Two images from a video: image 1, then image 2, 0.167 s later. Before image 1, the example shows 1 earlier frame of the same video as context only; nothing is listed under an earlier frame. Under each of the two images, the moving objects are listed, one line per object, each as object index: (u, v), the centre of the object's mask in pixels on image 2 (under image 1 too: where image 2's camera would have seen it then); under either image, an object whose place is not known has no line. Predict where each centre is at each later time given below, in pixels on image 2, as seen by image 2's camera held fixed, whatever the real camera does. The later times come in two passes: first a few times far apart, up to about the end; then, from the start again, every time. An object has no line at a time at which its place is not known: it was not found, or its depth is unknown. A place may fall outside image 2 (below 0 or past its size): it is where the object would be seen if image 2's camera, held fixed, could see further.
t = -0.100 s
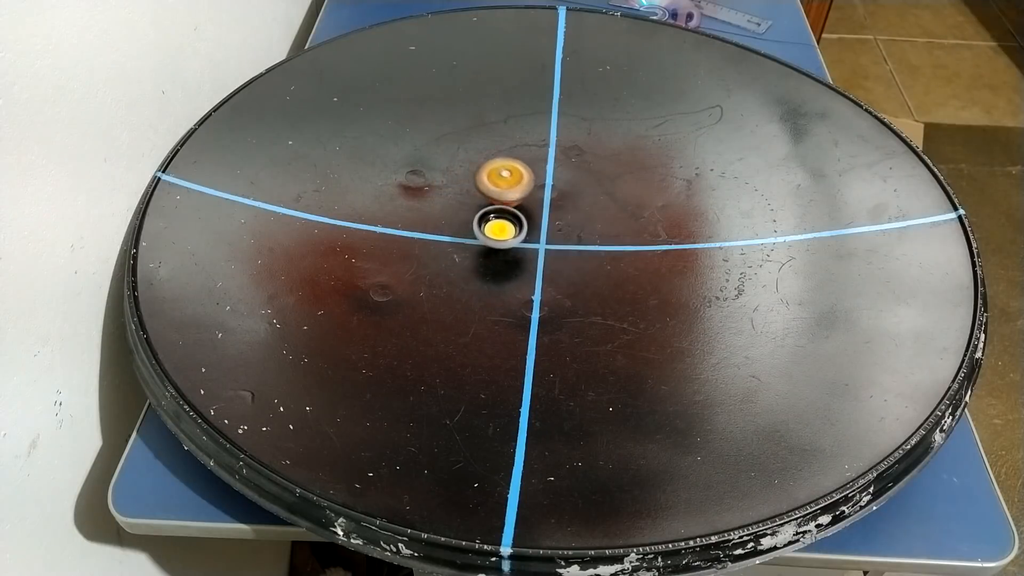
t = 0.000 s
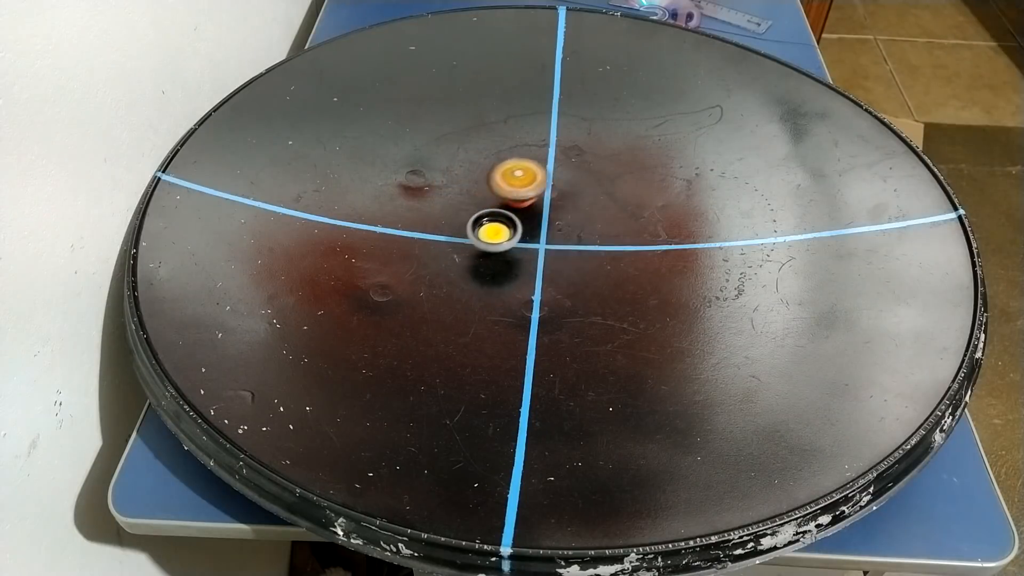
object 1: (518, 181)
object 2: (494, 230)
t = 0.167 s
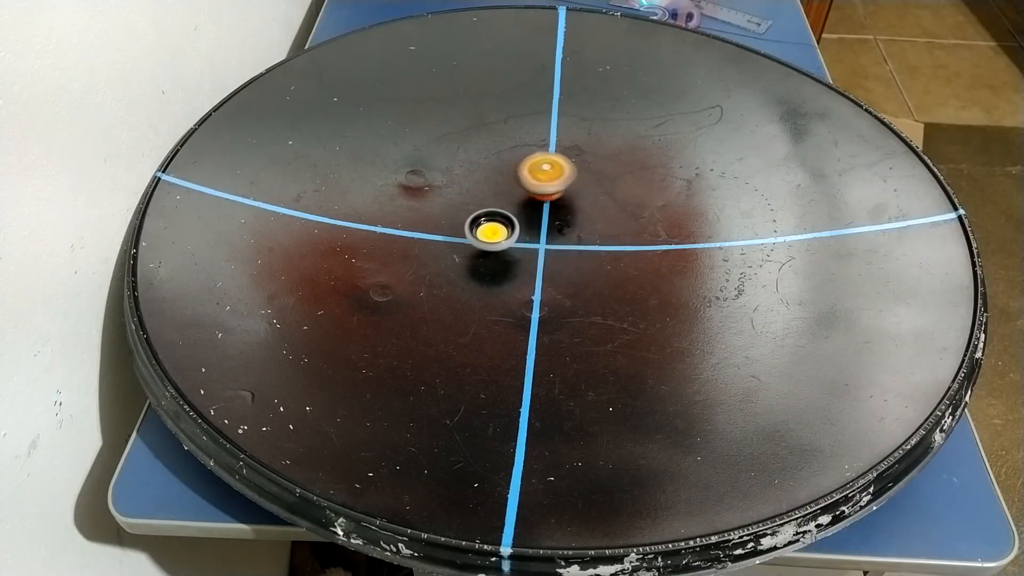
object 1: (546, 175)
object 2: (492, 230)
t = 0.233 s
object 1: (559, 176)
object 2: (493, 229)
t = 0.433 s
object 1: (573, 190)
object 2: (497, 227)
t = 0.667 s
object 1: (566, 213)
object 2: (501, 227)
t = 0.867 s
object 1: (561, 237)
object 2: (498, 224)
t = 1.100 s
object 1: (538, 258)
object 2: (498, 222)
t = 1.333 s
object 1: (504, 262)
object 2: (497, 220)
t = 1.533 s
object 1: (466, 273)
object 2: (501, 213)
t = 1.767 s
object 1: (435, 266)
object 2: (502, 211)
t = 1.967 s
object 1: (433, 244)
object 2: (502, 211)
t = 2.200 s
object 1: (434, 212)
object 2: (519, 213)
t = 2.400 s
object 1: (412, 188)
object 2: (545, 210)
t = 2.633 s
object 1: (418, 172)
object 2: (547, 213)
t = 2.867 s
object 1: (453, 179)
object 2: (544, 217)
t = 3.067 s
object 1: (489, 199)
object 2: (540, 221)
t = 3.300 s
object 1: (494, 203)
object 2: (540, 237)
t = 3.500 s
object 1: (481, 194)
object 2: (551, 254)
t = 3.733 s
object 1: (462, 170)
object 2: (548, 260)
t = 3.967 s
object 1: (463, 165)
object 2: (536, 259)
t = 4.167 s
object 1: (476, 178)
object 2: (525, 254)
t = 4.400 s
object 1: (490, 208)
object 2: (516, 251)
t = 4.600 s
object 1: (480, 185)
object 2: (524, 276)
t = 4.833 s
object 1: (482, 158)
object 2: (527, 277)
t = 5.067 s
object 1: (495, 155)
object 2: (528, 274)
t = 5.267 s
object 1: (507, 176)
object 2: (527, 269)
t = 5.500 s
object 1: (511, 214)
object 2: (526, 260)
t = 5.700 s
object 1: (496, 207)
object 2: (527, 272)
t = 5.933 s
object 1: (488, 201)
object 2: (528, 270)
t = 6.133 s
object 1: (486, 202)
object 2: (529, 266)
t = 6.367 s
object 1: (488, 209)
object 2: (530, 258)
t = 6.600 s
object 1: (480, 213)
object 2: (539, 257)
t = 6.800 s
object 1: (462, 194)
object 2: (545, 257)
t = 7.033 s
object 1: (460, 186)
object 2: (550, 255)
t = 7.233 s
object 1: (470, 191)
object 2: (549, 254)
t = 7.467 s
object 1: (485, 211)
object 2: (550, 251)
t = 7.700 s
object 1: (490, 231)
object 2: (550, 247)
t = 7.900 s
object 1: (483, 238)
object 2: (550, 242)
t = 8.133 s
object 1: (477, 238)
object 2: (547, 235)
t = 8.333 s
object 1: (479, 231)
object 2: (544, 229)
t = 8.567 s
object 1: (483, 219)
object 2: (545, 225)
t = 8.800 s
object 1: (489, 206)
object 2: (547, 221)
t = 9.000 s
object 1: (489, 195)
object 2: (550, 219)
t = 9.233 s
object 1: (491, 191)
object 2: (551, 218)
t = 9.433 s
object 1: (498, 194)
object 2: (549, 218)
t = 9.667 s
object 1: (489, 197)
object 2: (547, 223)
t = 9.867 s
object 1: (484, 206)
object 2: (541, 224)
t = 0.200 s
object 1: (552, 176)
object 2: (492, 229)
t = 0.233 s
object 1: (559, 176)
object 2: (493, 229)
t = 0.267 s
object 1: (562, 178)
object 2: (494, 228)
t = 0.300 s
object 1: (565, 181)
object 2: (494, 228)
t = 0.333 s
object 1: (567, 183)
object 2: (495, 228)
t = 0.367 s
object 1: (569, 185)
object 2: (496, 228)
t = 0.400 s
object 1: (572, 188)
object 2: (496, 228)
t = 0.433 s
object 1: (573, 190)
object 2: (497, 227)
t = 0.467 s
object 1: (573, 193)
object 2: (497, 227)
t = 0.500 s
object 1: (574, 196)
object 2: (498, 227)
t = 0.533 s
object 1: (574, 199)
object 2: (499, 227)
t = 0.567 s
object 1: (573, 203)
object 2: (499, 227)
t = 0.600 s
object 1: (572, 206)
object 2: (500, 227)
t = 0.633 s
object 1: (570, 209)
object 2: (500, 227)
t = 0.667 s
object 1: (566, 213)
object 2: (501, 227)
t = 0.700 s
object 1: (563, 216)
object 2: (501, 227)
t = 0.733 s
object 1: (561, 220)
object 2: (500, 226)
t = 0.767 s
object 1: (562, 225)
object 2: (499, 225)
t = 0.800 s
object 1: (562, 229)
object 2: (498, 224)
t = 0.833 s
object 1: (562, 233)
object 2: (498, 224)
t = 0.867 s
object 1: (561, 237)
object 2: (498, 224)
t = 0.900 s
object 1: (559, 241)
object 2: (498, 224)
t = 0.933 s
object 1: (557, 244)
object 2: (498, 223)
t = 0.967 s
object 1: (554, 248)
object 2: (498, 223)
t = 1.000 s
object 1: (550, 251)
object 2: (498, 223)
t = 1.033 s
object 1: (546, 253)
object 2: (498, 223)
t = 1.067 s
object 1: (542, 256)
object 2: (498, 223)
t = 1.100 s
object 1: (538, 258)
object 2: (498, 222)
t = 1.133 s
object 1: (534, 260)
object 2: (498, 222)
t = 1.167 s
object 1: (530, 261)
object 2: (498, 222)
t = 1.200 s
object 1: (525, 262)
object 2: (497, 222)
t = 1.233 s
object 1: (520, 263)
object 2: (497, 221)
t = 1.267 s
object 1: (515, 263)
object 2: (497, 221)
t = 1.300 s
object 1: (510, 262)
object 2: (497, 221)
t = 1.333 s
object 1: (504, 262)
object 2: (497, 220)
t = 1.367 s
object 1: (498, 262)
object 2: (497, 218)
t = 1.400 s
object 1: (491, 265)
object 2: (499, 217)
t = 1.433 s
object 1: (484, 268)
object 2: (500, 215)
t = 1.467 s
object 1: (477, 271)
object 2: (500, 214)
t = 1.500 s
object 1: (472, 272)
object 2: (501, 214)
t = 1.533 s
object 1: (466, 273)
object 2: (501, 213)
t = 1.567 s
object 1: (461, 273)
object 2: (501, 213)
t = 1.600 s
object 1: (457, 274)
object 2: (501, 213)
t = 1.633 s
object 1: (451, 273)
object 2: (501, 212)
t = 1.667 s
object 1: (446, 272)
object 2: (501, 212)
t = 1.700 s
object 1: (443, 270)
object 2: (502, 212)
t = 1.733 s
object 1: (438, 268)
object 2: (502, 211)
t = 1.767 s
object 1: (435, 266)
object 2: (502, 211)
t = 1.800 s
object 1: (433, 263)
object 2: (502, 211)
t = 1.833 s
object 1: (431, 260)
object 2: (502, 211)
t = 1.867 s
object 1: (430, 256)
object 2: (502, 211)
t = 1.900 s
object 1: (430, 252)
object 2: (502, 211)
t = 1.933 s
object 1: (431, 248)
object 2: (502, 211)
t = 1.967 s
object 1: (433, 244)
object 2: (502, 211)
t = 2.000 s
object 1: (435, 239)
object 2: (503, 211)
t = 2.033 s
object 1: (438, 235)
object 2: (503, 211)
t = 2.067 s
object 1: (442, 230)
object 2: (503, 211)
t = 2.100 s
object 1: (446, 226)
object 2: (503, 211)
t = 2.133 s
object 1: (447, 221)
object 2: (506, 211)
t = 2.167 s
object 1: (441, 216)
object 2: (514, 212)
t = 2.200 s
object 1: (434, 212)
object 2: (519, 213)
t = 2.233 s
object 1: (429, 208)
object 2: (527, 214)
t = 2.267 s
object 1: (423, 204)
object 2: (534, 213)
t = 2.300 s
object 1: (419, 199)
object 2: (538, 211)
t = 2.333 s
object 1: (416, 195)
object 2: (542, 211)
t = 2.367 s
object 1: (413, 191)
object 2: (545, 210)
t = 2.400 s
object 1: (412, 188)
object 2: (545, 210)
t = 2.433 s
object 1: (412, 184)
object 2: (546, 211)
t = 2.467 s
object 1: (411, 181)
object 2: (546, 211)
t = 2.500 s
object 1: (412, 179)
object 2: (546, 211)
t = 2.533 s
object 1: (412, 177)
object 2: (547, 212)
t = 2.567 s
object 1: (414, 175)
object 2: (547, 212)
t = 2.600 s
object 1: (415, 173)
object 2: (547, 212)
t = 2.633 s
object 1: (418, 172)
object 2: (547, 213)
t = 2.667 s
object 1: (421, 171)
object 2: (547, 213)
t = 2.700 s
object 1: (425, 171)
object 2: (547, 214)
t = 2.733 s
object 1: (429, 172)
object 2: (546, 215)
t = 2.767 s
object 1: (434, 173)
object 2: (546, 215)
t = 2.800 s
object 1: (440, 175)
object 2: (545, 216)
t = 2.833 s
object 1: (446, 177)
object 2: (545, 216)
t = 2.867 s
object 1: (453, 179)
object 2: (544, 217)
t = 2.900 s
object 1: (458, 181)
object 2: (543, 218)
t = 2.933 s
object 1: (465, 184)
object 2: (543, 218)
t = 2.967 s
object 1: (471, 188)
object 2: (542, 219)
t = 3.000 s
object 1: (477, 192)
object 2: (541, 219)
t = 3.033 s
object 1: (483, 195)
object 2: (540, 220)
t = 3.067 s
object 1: (489, 199)
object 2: (540, 221)
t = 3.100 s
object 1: (489, 199)
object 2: (542, 225)
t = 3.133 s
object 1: (489, 198)
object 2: (543, 229)
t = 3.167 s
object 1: (490, 199)
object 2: (542, 232)
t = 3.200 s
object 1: (491, 199)
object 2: (542, 234)
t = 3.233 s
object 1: (492, 200)
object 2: (541, 235)
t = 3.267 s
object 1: (493, 202)
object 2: (541, 236)
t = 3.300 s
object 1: (494, 203)
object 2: (540, 237)
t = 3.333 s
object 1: (495, 204)
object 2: (539, 238)
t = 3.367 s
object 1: (496, 206)
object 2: (538, 239)
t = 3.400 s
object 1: (495, 207)
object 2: (538, 240)
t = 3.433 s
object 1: (490, 203)
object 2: (543, 246)
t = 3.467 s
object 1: (485, 198)
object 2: (547, 251)
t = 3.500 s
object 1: (481, 194)
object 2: (551, 254)
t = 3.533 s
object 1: (477, 190)
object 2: (552, 257)
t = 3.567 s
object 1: (473, 186)
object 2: (553, 258)
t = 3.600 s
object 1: (470, 182)
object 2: (552, 259)
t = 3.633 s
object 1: (468, 178)
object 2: (551, 259)
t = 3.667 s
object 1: (465, 175)
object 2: (550, 259)
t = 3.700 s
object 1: (463, 172)
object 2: (549, 259)
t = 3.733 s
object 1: (462, 170)
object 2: (548, 260)
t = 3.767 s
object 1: (461, 168)
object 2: (547, 260)
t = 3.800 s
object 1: (461, 167)
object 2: (545, 260)
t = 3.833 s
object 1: (460, 166)
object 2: (544, 260)
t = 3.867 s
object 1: (460, 165)
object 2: (542, 260)
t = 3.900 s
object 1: (461, 164)
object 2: (540, 260)
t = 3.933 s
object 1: (462, 164)
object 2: (538, 259)
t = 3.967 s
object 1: (463, 165)
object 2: (536, 259)
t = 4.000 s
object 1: (465, 166)
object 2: (535, 258)
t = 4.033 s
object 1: (467, 167)
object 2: (532, 258)
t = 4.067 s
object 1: (469, 169)
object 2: (531, 257)
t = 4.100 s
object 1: (472, 171)
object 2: (529, 256)
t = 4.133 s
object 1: (474, 174)
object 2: (527, 255)
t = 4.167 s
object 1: (476, 178)
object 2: (525, 254)
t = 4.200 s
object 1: (479, 183)
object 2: (523, 253)
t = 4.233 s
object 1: (482, 187)
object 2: (522, 252)
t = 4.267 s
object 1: (484, 192)
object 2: (520, 251)
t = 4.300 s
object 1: (487, 197)
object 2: (518, 250)
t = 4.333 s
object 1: (489, 203)
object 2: (516, 248)
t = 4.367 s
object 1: (490, 206)
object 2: (516, 248)
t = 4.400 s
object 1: (490, 208)
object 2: (516, 251)
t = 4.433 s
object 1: (490, 210)
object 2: (516, 251)
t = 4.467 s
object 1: (489, 209)
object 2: (517, 255)
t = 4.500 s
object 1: (485, 202)
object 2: (521, 264)
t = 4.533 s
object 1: (482, 195)
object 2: (523, 272)
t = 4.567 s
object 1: (481, 190)
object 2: (524, 275)
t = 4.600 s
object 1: (480, 185)
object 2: (524, 276)
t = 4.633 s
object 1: (479, 180)
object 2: (524, 277)
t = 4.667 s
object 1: (479, 175)
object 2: (524, 277)
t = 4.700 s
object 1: (479, 171)
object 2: (525, 277)
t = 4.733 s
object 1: (479, 167)
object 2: (526, 277)
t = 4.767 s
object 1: (480, 163)
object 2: (526, 277)
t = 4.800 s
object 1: (481, 160)
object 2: (527, 277)
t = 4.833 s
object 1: (482, 158)
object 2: (527, 277)
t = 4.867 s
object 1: (483, 156)
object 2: (527, 277)
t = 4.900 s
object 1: (485, 154)
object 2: (528, 277)
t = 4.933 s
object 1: (487, 153)
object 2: (528, 276)
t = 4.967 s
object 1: (489, 153)
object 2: (528, 276)
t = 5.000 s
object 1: (491, 153)
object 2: (528, 276)
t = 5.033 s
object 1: (493, 154)
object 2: (528, 275)
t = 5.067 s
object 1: (495, 155)
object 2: (528, 274)
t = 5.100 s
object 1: (498, 157)
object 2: (528, 274)
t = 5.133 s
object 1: (500, 160)
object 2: (528, 273)
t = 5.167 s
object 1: (502, 163)
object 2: (528, 272)
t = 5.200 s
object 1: (504, 166)
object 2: (528, 271)
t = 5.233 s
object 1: (506, 171)
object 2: (527, 270)
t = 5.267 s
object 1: (507, 176)
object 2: (527, 269)
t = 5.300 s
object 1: (508, 181)
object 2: (527, 268)
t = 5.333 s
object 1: (510, 186)
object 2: (526, 267)
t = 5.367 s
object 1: (511, 192)
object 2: (526, 266)
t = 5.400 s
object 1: (511, 197)
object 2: (527, 264)
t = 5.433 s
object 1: (511, 203)
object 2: (526, 263)
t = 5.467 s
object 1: (511, 209)
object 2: (526, 261)
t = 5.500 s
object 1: (511, 214)
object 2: (526, 260)
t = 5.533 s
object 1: (509, 216)
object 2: (527, 264)
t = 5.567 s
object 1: (506, 213)
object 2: (527, 270)
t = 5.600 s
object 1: (504, 212)
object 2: (527, 272)
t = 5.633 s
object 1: (502, 211)
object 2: (527, 272)
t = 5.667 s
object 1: (498, 208)
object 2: (527, 272)
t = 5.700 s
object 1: (496, 207)
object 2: (527, 272)
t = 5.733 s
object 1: (496, 207)
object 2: (527, 272)
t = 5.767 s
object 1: (495, 206)
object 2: (527, 271)
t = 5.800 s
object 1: (493, 205)
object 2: (527, 271)
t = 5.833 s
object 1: (492, 204)
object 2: (527, 271)
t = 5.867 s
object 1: (491, 203)
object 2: (527, 271)
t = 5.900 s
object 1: (490, 202)
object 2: (528, 271)
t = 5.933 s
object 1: (488, 201)
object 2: (528, 270)
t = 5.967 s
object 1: (488, 201)
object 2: (528, 269)
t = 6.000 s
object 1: (487, 201)
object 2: (528, 269)
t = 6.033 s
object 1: (487, 201)
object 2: (529, 268)
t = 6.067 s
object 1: (486, 201)
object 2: (529, 267)
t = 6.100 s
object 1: (486, 201)
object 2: (529, 267)
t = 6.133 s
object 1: (486, 202)
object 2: (529, 266)
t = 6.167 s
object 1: (486, 202)
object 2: (529, 265)
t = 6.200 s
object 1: (486, 204)
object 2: (529, 264)
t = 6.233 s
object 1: (487, 205)
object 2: (529, 263)
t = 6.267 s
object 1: (487, 205)
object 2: (529, 262)
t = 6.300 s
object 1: (487, 207)
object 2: (529, 260)
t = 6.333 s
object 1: (487, 208)
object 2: (530, 259)
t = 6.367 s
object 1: (488, 209)
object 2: (530, 258)
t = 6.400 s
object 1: (488, 211)
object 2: (530, 257)
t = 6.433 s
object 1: (488, 212)
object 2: (530, 255)
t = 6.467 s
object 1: (488, 214)
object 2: (530, 254)
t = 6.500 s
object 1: (488, 216)
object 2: (530, 253)
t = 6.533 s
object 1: (488, 217)
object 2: (530, 252)
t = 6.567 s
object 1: (484, 216)
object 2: (535, 254)
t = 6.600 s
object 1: (480, 213)
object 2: (539, 257)
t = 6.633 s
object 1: (476, 210)
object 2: (540, 258)
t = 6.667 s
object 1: (472, 206)
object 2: (541, 258)
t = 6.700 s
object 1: (468, 203)
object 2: (542, 258)
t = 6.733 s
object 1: (466, 200)
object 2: (543, 258)
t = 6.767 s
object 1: (464, 197)
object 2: (544, 257)
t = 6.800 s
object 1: (462, 194)
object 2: (545, 257)
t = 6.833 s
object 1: (461, 192)
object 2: (546, 257)
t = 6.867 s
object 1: (460, 190)
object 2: (547, 256)
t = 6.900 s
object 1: (459, 188)
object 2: (548, 256)
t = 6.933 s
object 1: (459, 187)
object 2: (549, 256)
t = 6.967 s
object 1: (459, 186)
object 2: (549, 255)
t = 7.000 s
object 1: (459, 186)
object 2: (550, 255)
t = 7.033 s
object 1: (460, 186)
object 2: (550, 255)
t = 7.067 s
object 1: (462, 185)
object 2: (550, 255)
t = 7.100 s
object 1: (464, 186)
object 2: (550, 255)
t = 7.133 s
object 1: (466, 187)
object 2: (550, 255)
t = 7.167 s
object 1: (467, 188)
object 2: (550, 254)
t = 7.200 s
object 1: (469, 189)
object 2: (550, 254)
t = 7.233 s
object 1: (470, 191)
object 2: (549, 254)
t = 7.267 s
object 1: (472, 193)
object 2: (550, 254)
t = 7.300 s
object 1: (475, 195)
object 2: (550, 253)
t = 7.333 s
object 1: (477, 198)
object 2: (550, 253)
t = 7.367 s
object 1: (479, 201)
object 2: (550, 253)
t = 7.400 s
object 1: (481, 204)
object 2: (550, 252)
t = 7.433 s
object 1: (483, 208)
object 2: (550, 252)
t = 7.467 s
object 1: (485, 211)
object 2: (550, 251)
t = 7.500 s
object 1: (487, 214)
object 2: (549, 250)
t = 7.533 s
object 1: (489, 217)
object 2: (549, 250)
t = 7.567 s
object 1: (491, 221)
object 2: (549, 249)
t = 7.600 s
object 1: (492, 225)
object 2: (549, 248)
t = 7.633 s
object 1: (492, 227)
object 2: (549, 248)
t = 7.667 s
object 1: (491, 229)
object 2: (550, 248)
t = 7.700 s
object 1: (490, 231)
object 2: (550, 247)
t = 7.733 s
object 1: (489, 232)
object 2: (550, 247)
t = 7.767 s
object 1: (487, 234)
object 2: (550, 246)
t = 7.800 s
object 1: (486, 235)
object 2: (550, 245)
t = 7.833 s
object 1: (485, 236)
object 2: (550, 244)
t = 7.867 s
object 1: (484, 237)
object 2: (550, 243)
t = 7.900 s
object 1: (483, 238)
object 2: (550, 242)
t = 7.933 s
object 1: (482, 238)
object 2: (549, 241)
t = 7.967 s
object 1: (481, 238)
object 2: (549, 240)
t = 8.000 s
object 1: (480, 239)
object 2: (549, 239)
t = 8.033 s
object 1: (479, 239)
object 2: (549, 238)
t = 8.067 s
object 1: (478, 239)
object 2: (548, 237)
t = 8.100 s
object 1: (478, 238)
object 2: (548, 236)
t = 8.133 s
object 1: (477, 238)
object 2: (547, 235)
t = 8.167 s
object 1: (477, 238)
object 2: (546, 234)
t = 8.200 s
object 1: (477, 237)
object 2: (546, 233)
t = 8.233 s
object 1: (477, 236)
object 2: (545, 232)
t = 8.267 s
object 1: (477, 234)
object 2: (545, 231)
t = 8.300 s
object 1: (478, 233)
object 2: (544, 230)
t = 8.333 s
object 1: (479, 231)
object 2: (544, 229)
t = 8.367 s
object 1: (481, 230)
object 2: (544, 228)
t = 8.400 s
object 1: (482, 228)
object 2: (543, 227)
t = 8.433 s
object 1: (482, 226)
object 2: (544, 227)
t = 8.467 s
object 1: (482, 224)
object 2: (545, 226)
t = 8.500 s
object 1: (482, 223)
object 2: (545, 226)
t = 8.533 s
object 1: (482, 221)
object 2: (545, 225)
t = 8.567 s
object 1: (483, 219)
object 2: (545, 225)
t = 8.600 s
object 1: (483, 217)
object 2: (545, 224)
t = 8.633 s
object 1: (483, 215)
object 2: (545, 223)
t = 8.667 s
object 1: (484, 213)
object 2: (546, 223)
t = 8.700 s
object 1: (485, 211)
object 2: (546, 222)
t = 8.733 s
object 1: (486, 209)
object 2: (546, 222)
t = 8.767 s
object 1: (487, 207)
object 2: (547, 221)
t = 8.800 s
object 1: (489, 206)
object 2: (547, 221)
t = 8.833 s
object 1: (490, 204)
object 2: (547, 220)
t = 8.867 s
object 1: (490, 202)
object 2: (548, 220)
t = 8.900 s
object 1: (490, 200)
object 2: (549, 220)
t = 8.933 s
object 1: (489, 198)
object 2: (550, 220)
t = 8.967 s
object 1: (489, 197)
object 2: (550, 220)
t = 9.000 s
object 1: (489, 195)
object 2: (550, 219)
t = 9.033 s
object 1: (489, 193)
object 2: (550, 219)
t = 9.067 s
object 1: (489, 192)
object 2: (551, 219)
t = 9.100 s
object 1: (489, 191)
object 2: (551, 218)
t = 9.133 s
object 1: (490, 191)
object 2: (551, 218)
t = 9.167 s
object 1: (490, 191)
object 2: (551, 218)
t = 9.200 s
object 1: (491, 191)
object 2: (551, 218)
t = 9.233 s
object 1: (491, 191)
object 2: (551, 218)
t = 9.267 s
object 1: (493, 191)
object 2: (551, 218)
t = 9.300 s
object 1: (495, 192)
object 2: (551, 218)
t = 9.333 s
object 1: (495, 192)
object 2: (550, 218)
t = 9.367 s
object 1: (496, 192)
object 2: (550, 218)
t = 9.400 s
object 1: (497, 193)
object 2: (550, 218)
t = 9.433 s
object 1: (498, 194)
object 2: (549, 218)
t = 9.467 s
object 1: (498, 194)
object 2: (550, 219)
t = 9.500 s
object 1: (497, 194)
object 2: (550, 220)
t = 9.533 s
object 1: (495, 194)
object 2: (550, 221)
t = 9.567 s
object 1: (493, 195)
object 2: (550, 222)
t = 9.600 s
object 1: (492, 195)
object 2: (549, 222)
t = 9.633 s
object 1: (491, 196)
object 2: (548, 223)
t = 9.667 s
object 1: (489, 197)
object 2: (547, 223)
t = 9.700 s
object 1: (488, 198)
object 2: (546, 223)
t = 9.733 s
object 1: (487, 199)
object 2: (545, 223)
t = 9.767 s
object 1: (486, 201)
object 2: (544, 224)
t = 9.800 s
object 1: (485, 202)
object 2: (543, 224)
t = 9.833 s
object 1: (485, 203)
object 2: (542, 224)
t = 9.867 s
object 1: (484, 206)
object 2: (541, 224)
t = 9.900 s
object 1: (482, 208)
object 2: (541, 225)
